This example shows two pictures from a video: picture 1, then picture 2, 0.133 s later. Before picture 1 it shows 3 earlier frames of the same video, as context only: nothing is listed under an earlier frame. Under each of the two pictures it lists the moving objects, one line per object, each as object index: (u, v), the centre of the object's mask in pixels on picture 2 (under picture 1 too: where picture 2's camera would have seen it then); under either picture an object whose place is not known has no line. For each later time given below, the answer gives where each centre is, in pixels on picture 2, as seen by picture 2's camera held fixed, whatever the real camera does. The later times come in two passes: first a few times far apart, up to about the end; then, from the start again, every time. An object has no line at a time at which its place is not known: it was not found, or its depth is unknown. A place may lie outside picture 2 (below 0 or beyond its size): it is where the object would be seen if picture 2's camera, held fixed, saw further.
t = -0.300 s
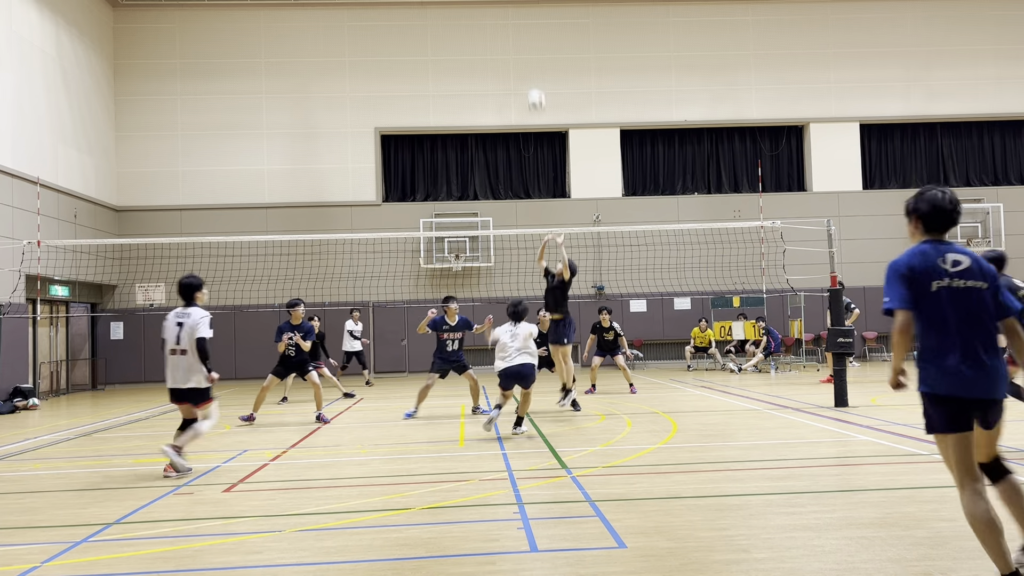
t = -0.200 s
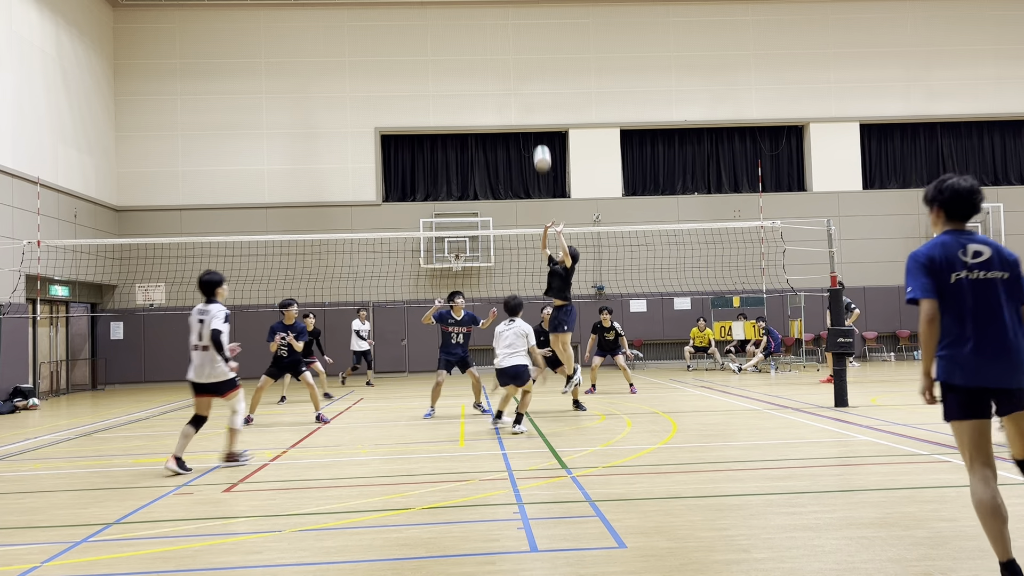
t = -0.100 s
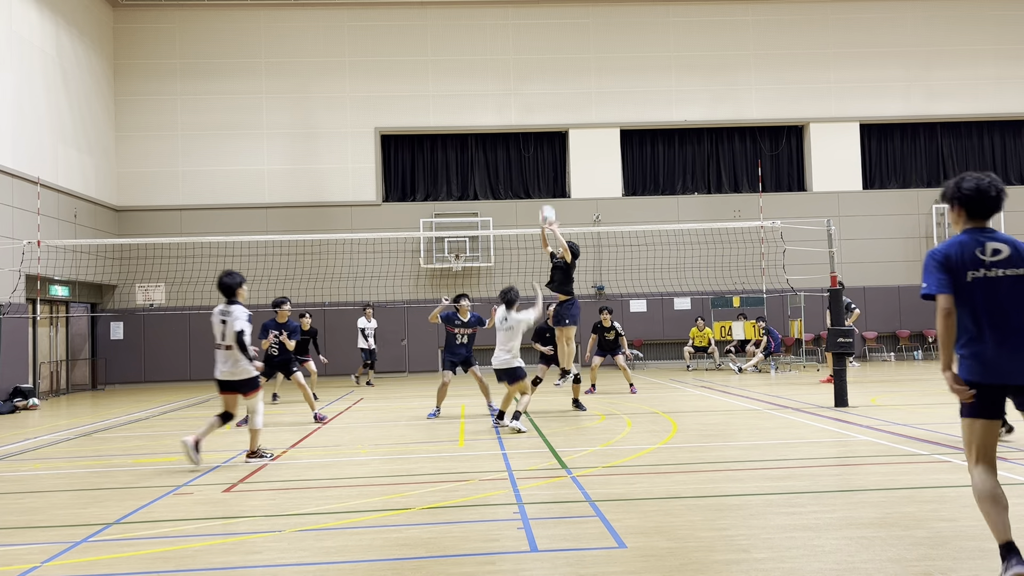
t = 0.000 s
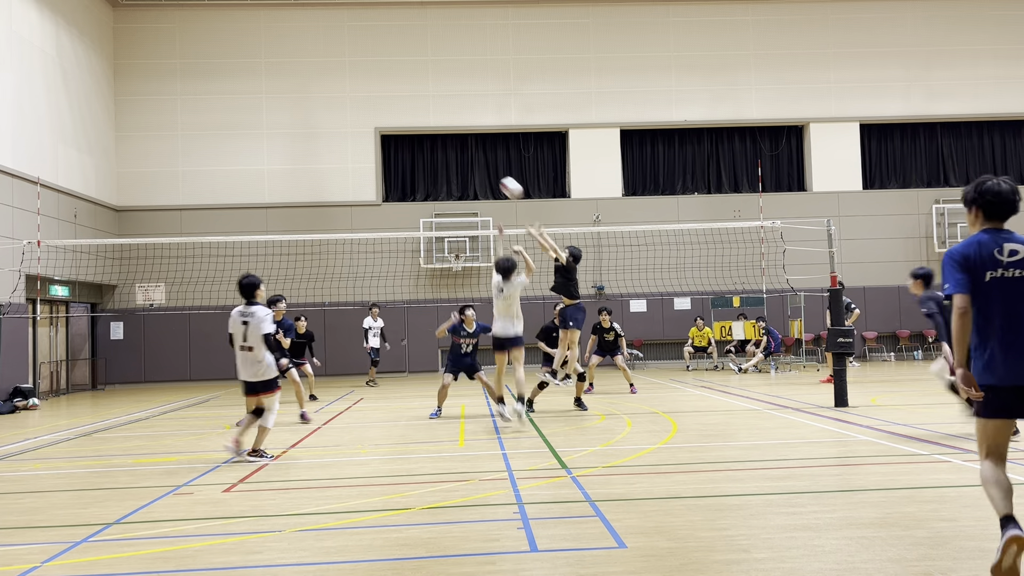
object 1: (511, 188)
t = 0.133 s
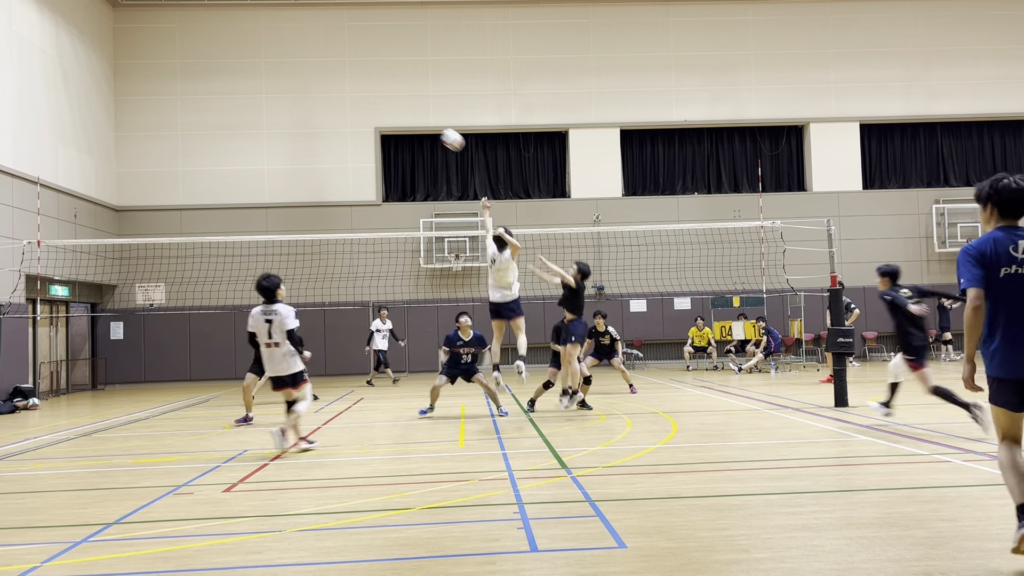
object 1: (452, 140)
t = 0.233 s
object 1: (409, 112)
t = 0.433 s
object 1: (322, 83)
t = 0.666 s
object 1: (220, 92)
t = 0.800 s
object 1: (165, 118)
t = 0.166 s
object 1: (438, 130)
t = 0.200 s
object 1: (423, 119)
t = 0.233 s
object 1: (409, 112)
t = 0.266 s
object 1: (395, 105)
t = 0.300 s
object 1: (380, 98)
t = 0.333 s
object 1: (366, 93)
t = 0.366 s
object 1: (351, 88)
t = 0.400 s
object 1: (337, 85)
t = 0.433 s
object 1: (322, 83)
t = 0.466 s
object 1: (307, 82)
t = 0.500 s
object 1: (293, 81)
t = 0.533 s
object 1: (279, 81)
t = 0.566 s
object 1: (264, 83)
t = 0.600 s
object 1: (250, 85)
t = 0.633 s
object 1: (235, 88)
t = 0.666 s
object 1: (220, 92)
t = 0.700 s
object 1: (207, 97)
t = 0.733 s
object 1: (193, 103)
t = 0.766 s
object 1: (179, 110)
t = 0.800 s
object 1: (165, 118)
